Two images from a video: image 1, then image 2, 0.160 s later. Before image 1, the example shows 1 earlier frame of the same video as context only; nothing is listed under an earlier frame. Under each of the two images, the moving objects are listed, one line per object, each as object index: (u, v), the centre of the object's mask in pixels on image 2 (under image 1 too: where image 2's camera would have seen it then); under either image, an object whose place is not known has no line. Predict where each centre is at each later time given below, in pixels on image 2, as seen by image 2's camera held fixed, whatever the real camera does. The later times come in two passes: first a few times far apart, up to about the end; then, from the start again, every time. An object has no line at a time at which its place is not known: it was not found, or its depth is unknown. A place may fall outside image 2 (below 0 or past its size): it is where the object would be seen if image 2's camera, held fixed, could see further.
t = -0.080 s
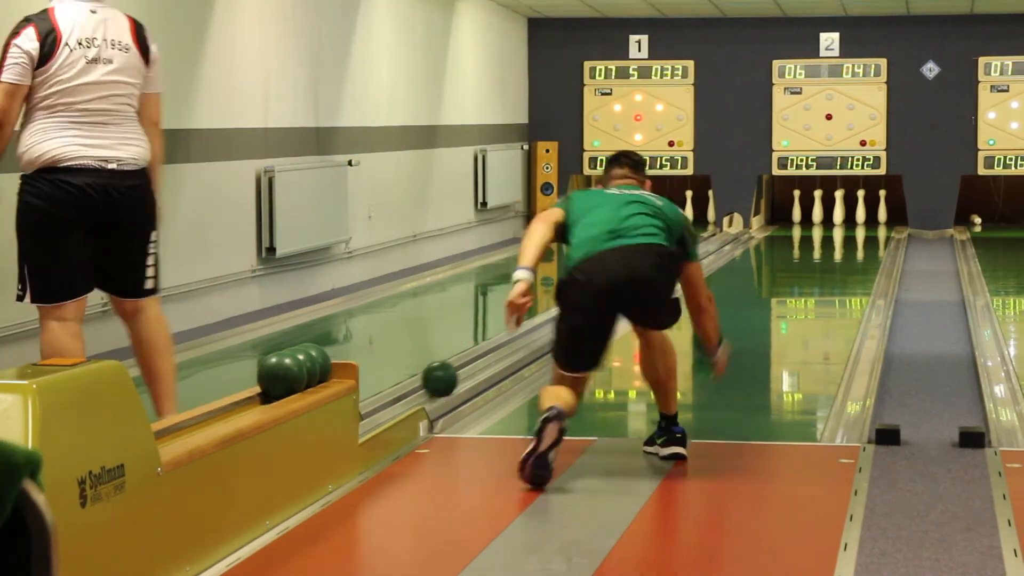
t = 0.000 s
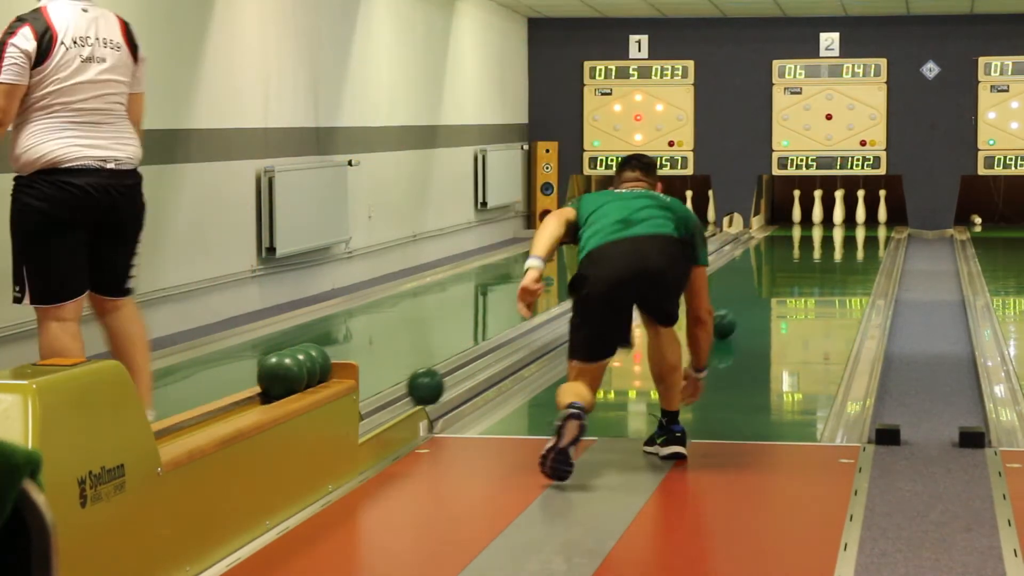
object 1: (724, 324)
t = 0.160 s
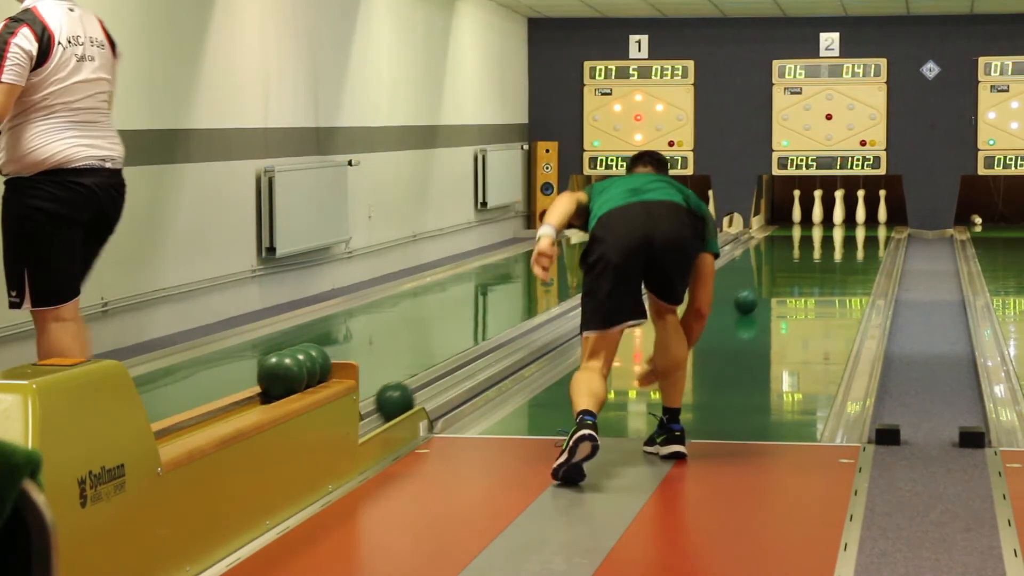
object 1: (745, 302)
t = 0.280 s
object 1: (759, 287)
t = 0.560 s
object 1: (784, 262)
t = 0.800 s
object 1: (799, 247)
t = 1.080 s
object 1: (812, 232)
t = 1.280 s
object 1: (820, 224)
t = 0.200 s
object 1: (750, 297)
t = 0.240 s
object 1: (754, 292)
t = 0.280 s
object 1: (759, 287)
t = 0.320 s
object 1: (763, 283)
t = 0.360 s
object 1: (767, 279)
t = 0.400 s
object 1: (771, 275)
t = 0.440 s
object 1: (774, 272)
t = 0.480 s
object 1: (777, 269)
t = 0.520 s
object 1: (781, 265)
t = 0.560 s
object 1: (784, 262)
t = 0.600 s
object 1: (786, 259)
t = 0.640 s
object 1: (789, 256)
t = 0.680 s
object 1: (792, 254)
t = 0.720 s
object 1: (795, 251)
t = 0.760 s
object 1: (797, 249)
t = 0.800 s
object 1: (799, 247)
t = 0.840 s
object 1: (801, 244)
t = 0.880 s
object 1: (804, 242)
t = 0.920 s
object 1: (805, 240)
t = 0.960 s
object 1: (807, 238)
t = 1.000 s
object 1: (809, 236)
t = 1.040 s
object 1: (811, 234)
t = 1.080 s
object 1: (812, 232)
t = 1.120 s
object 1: (814, 230)
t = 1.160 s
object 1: (816, 229)
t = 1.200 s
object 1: (817, 227)
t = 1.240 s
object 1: (819, 225)
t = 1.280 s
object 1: (820, 224)
